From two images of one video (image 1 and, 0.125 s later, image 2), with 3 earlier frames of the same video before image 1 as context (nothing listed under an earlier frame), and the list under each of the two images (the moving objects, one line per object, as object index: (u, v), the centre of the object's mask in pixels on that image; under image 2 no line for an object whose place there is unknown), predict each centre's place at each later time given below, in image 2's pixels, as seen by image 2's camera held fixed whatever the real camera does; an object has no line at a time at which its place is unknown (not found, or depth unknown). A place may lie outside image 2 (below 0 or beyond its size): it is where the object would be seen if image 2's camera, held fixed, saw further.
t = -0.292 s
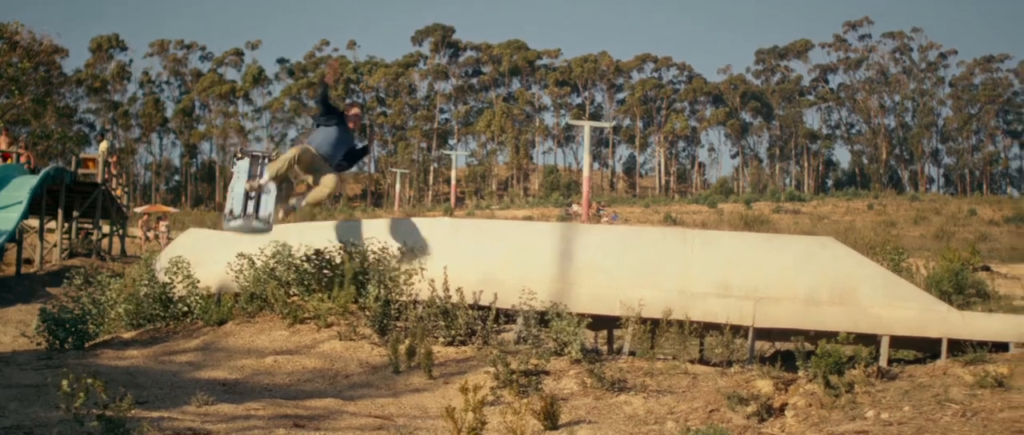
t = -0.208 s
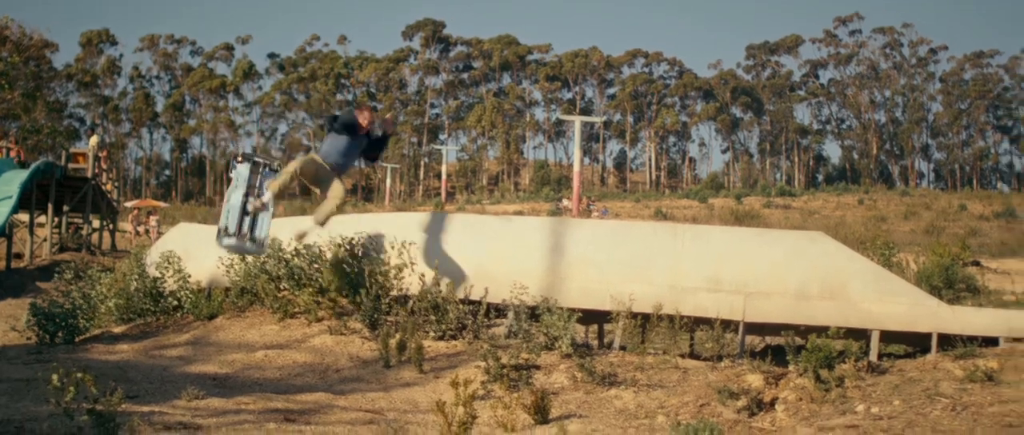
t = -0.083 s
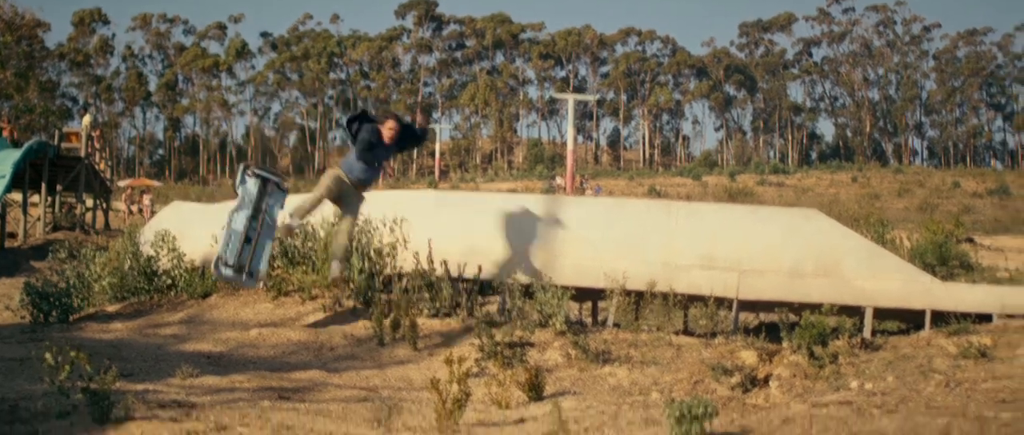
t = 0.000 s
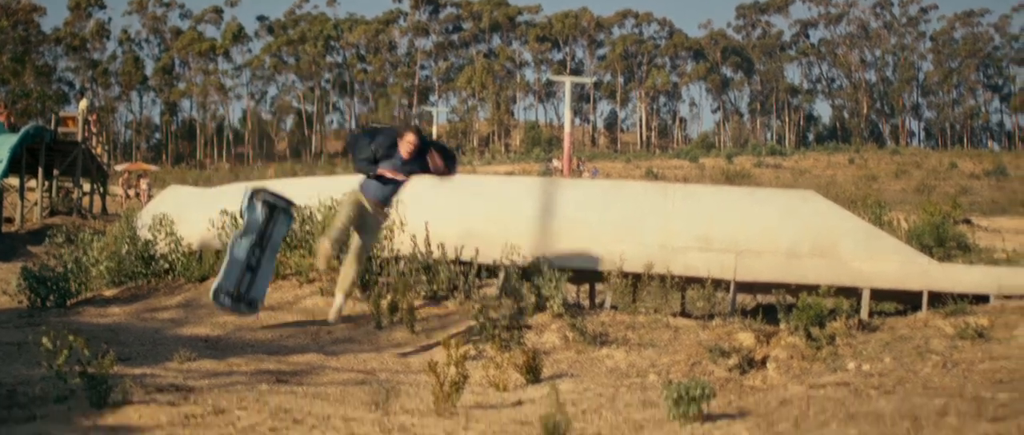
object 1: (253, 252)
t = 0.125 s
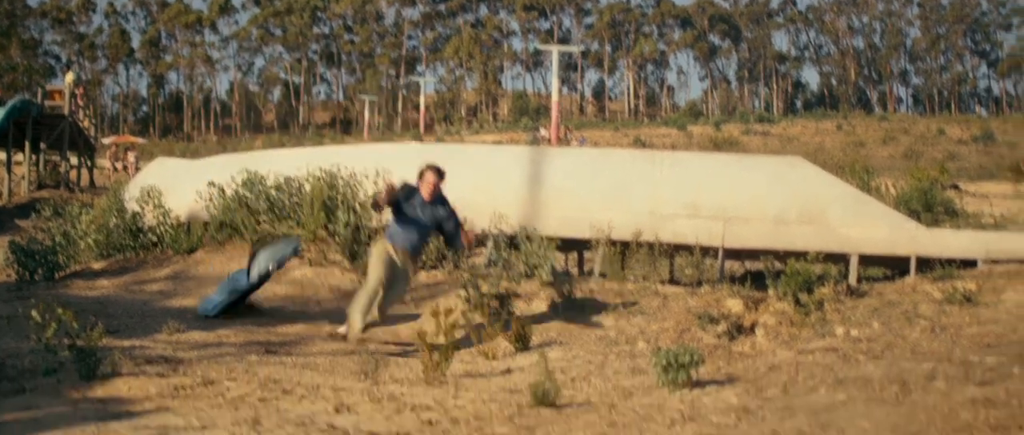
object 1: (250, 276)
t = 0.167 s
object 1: (251, 298)
